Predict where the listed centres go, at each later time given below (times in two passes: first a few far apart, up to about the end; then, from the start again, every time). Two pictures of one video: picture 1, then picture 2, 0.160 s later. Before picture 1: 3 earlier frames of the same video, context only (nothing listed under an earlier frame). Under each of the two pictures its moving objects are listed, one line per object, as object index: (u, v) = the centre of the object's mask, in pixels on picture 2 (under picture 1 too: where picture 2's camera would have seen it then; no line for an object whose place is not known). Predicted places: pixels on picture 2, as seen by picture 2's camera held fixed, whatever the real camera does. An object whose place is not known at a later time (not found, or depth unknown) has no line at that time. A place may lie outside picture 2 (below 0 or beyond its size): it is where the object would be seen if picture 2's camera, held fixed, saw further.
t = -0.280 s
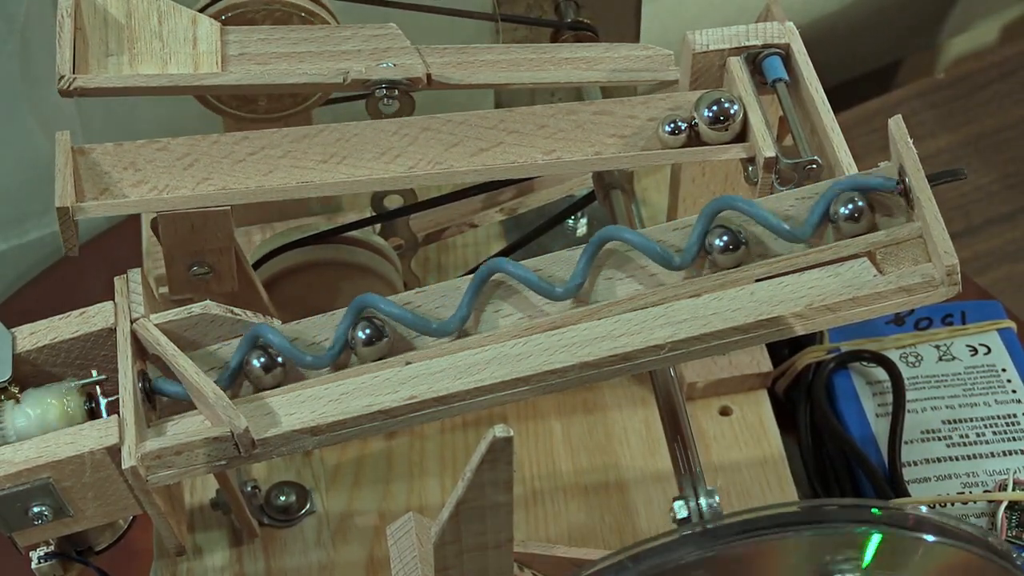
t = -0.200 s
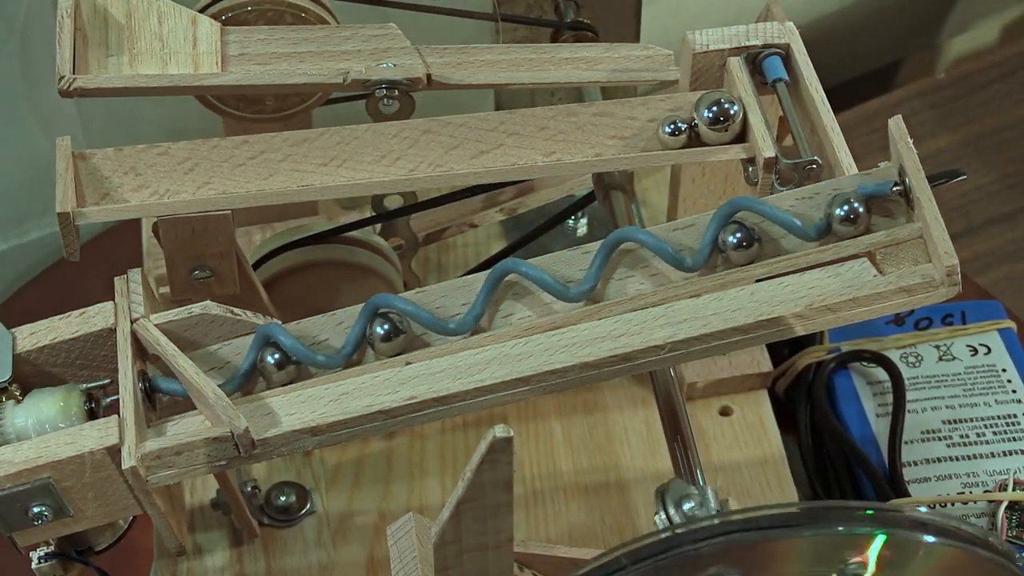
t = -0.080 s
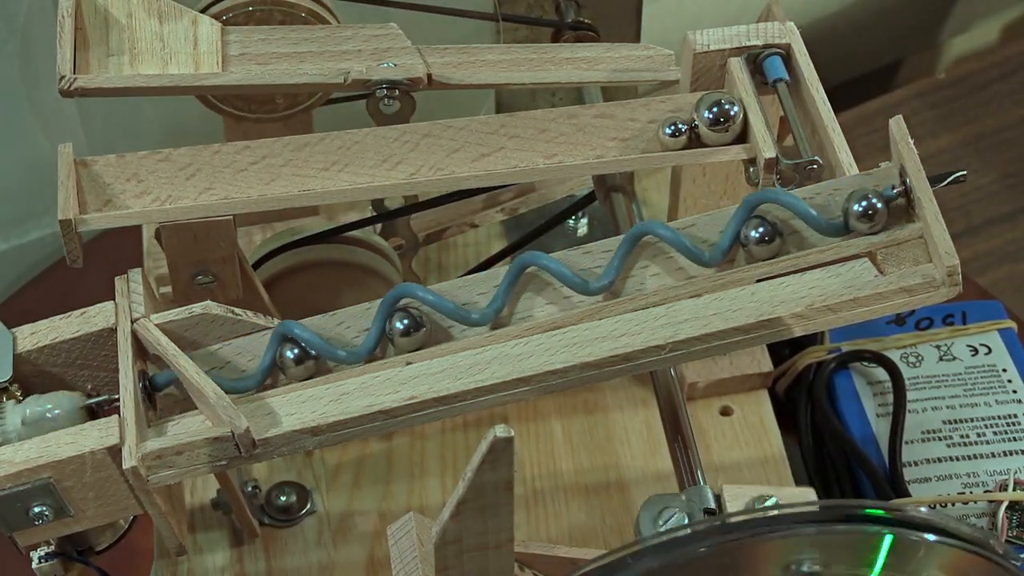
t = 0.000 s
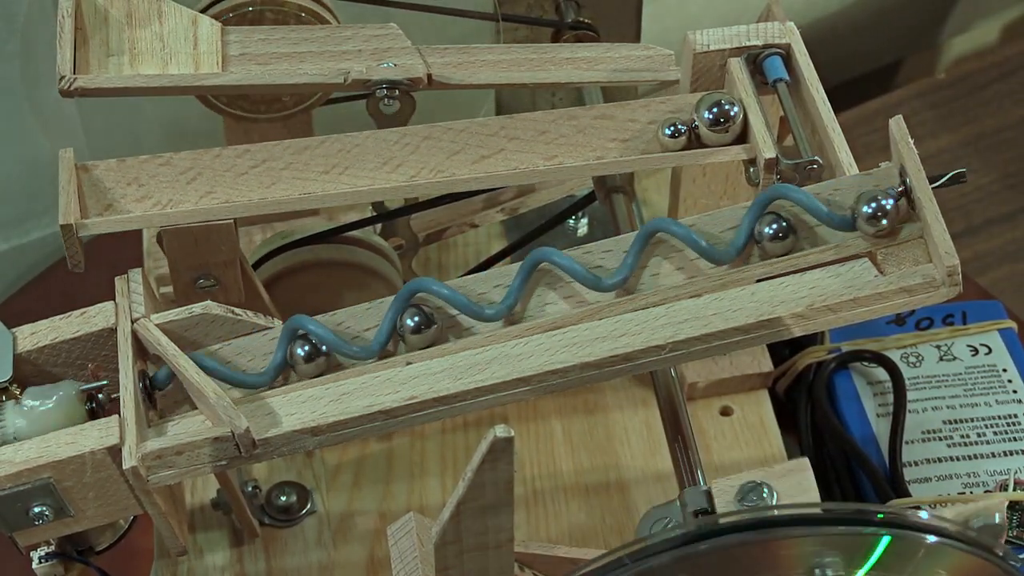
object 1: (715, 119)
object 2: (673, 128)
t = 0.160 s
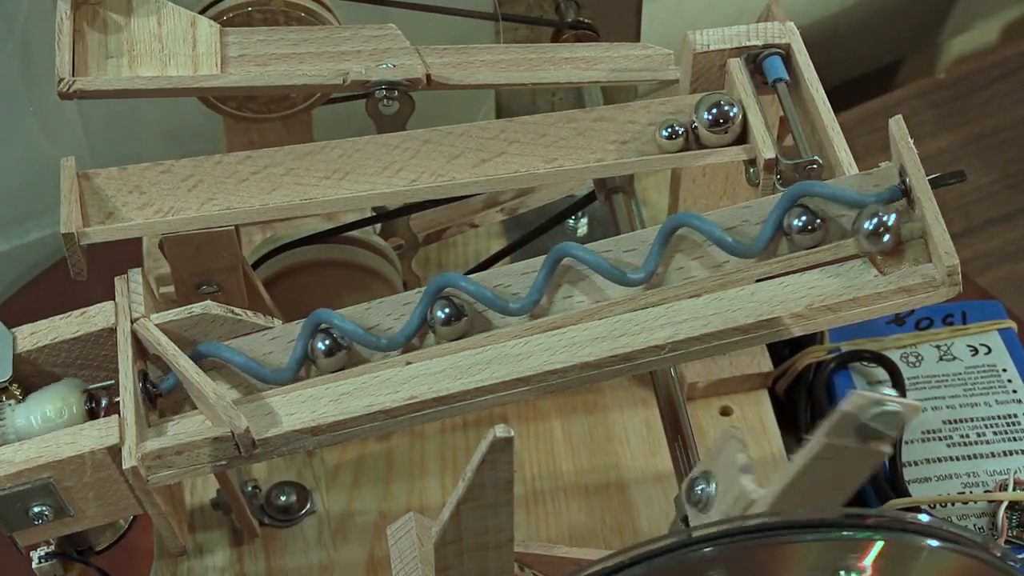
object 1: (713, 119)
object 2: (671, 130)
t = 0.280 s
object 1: (712, 120)
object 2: (667, 131)
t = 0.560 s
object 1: (696, 125)
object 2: (621, 141)
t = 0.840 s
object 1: (593, 145)
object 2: (488, 167)
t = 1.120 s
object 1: (366, 187)
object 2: (248, 213)
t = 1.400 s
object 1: (150, 232)
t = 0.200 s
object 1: (714, 120)
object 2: (670, 130)
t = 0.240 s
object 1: (712, 120)
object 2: (669, 131)
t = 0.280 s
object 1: (712, 120)
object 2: (667, 131)
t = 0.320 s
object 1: (713, 120)
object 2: (665, 132)
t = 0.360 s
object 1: (713, 121)
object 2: (661, 133)
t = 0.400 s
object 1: (712, 121)
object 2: (656, 135)
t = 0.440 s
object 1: (710, 122)
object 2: (649, 136)
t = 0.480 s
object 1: (706, 122)
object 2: (641, 137)
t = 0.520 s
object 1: (701, 123)
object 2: (632, 139)
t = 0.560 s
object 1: (696, 125)
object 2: (621, 141)
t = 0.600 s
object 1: (688, 127)
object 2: (608, 144)
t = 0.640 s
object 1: (678, 128)
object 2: (593, 148)
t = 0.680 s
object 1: (666, 130)
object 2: (576, 151)
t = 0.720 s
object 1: (651, 134)
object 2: (558, 153)
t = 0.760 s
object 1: (634, 137)
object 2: (537, 157)
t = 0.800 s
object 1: (615, 141)
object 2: (514, 162)
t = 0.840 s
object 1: (593, 145)
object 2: (488, 167)
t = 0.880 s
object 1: (570, 149)
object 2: (462, 173)
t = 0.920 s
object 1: (541, 154)
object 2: (433, 178)
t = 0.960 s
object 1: (512, 159)
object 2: (401, 184)
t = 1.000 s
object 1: (480, 166)
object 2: (367, 190)
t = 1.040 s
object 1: (445, 173)
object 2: (330, 197)
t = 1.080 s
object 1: (407, 180)
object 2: (291, 205)
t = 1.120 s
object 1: (366, 187)
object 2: (248, 213)
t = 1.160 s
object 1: (322, 196)
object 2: (204, 222)
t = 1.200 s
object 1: (276, 205)
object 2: (156, 232)
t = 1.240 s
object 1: (227, 214)
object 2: (110, 240)
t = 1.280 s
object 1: (174, 225)
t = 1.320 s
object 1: (152, 230)
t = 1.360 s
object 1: (149, 230)
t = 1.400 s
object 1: (150, 232)
